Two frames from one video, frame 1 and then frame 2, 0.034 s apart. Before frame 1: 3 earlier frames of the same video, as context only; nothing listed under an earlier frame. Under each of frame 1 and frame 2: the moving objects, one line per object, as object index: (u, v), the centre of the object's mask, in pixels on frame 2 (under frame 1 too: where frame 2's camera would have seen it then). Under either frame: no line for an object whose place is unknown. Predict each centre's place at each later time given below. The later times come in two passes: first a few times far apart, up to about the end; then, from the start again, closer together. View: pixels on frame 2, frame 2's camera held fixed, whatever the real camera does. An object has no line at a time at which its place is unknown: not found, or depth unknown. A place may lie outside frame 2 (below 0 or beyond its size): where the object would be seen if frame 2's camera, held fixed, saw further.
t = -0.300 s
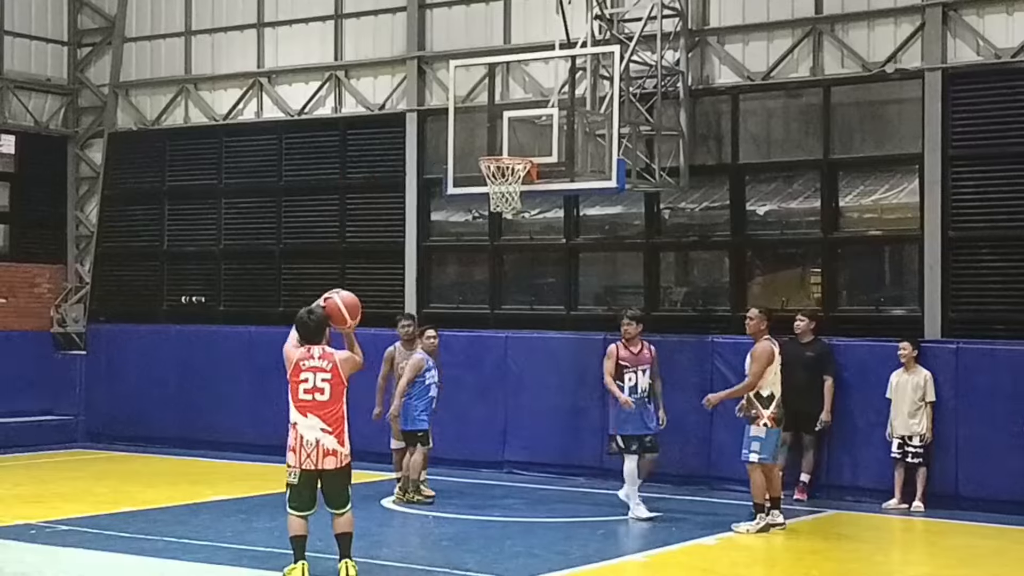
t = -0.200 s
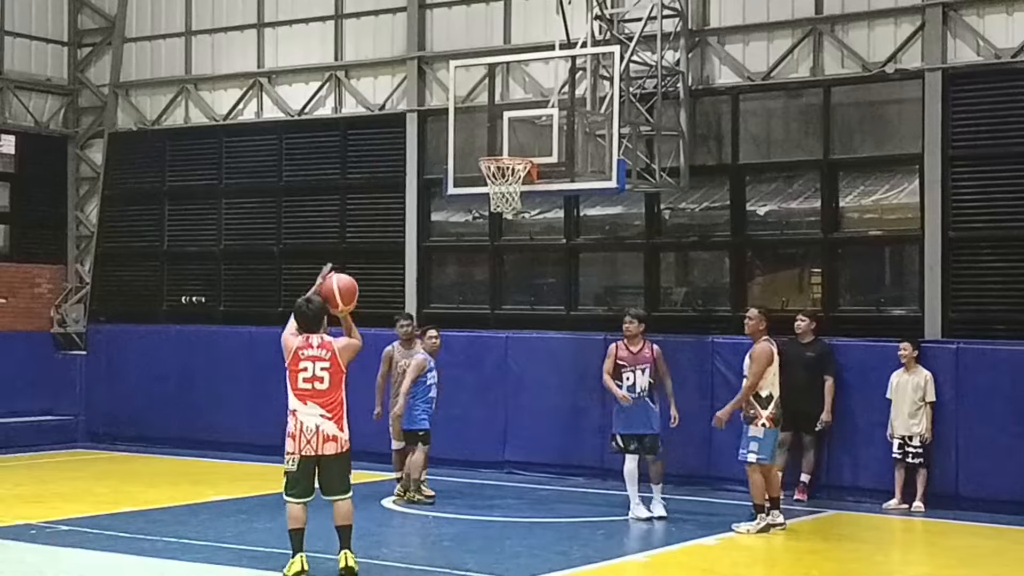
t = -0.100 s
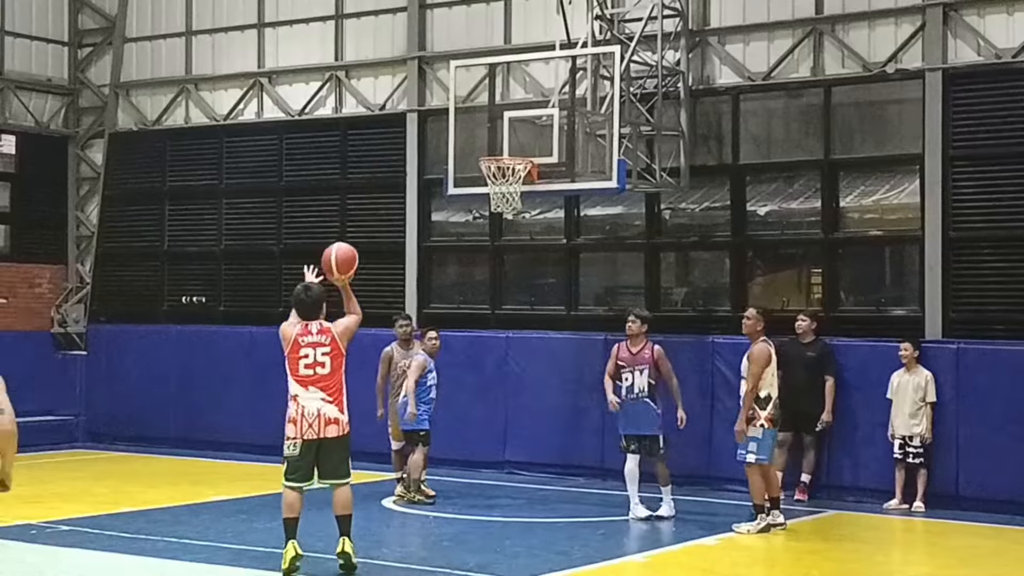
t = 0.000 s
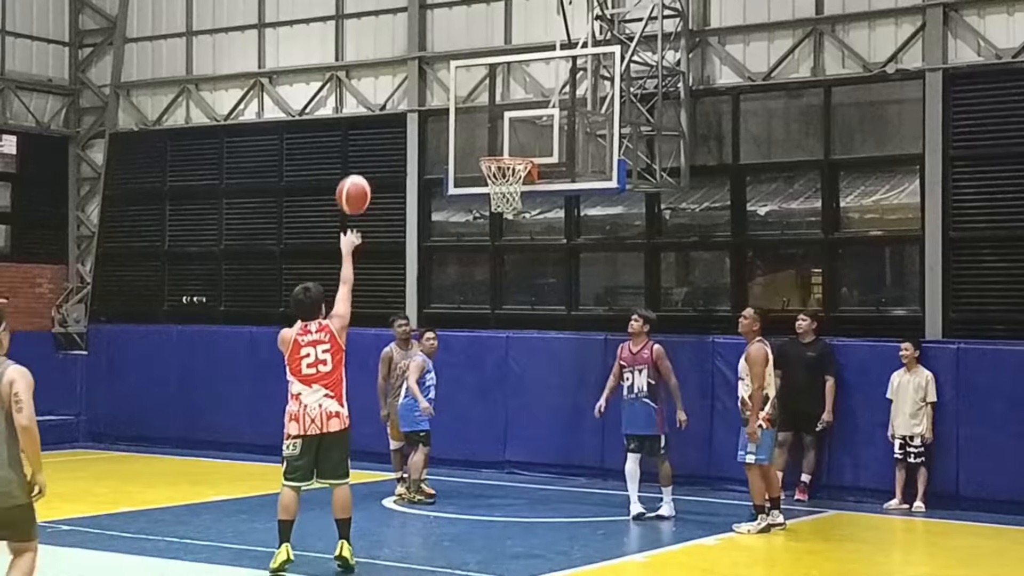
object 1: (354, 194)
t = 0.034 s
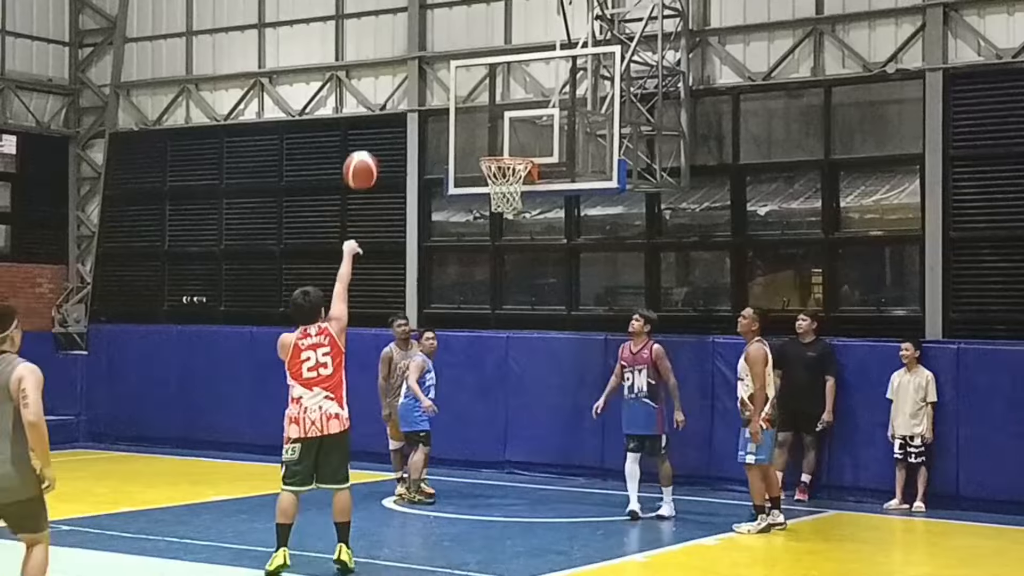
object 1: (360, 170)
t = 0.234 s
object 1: (398, 65)
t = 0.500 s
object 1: (439, 24)
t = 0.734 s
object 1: (470, 61)
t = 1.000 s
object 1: (497, 167)
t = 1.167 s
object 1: (508, 183)
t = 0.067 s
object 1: (367, 148)
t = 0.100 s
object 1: (374, 128)
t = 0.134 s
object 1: (380, 111)
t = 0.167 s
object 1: (386, 94)
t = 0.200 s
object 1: (392, 78)
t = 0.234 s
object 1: (398, 65)
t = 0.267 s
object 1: (403, 55)
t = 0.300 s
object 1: (410, 46)
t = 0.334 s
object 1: (414, 39)
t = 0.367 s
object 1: (419, 33)
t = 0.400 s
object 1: (424, 30)
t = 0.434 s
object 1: (430, 26)
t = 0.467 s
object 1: (434, 25)
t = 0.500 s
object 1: (439, 24)
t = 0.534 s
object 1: (444, 26)
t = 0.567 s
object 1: (449, 29)
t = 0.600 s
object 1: (453, 33)
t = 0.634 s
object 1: (457, 38)
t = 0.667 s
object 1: (462, 45)
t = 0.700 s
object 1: (466, 53)
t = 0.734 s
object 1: (470, 61)
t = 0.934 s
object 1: (491, 140)
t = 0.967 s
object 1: (496, 149)
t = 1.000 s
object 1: (497, 167)
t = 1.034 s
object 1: (503, 176)
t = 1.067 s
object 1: (503, 190)
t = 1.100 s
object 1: (505, 188)
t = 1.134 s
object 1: (509, 191)
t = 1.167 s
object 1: (508, 183)
